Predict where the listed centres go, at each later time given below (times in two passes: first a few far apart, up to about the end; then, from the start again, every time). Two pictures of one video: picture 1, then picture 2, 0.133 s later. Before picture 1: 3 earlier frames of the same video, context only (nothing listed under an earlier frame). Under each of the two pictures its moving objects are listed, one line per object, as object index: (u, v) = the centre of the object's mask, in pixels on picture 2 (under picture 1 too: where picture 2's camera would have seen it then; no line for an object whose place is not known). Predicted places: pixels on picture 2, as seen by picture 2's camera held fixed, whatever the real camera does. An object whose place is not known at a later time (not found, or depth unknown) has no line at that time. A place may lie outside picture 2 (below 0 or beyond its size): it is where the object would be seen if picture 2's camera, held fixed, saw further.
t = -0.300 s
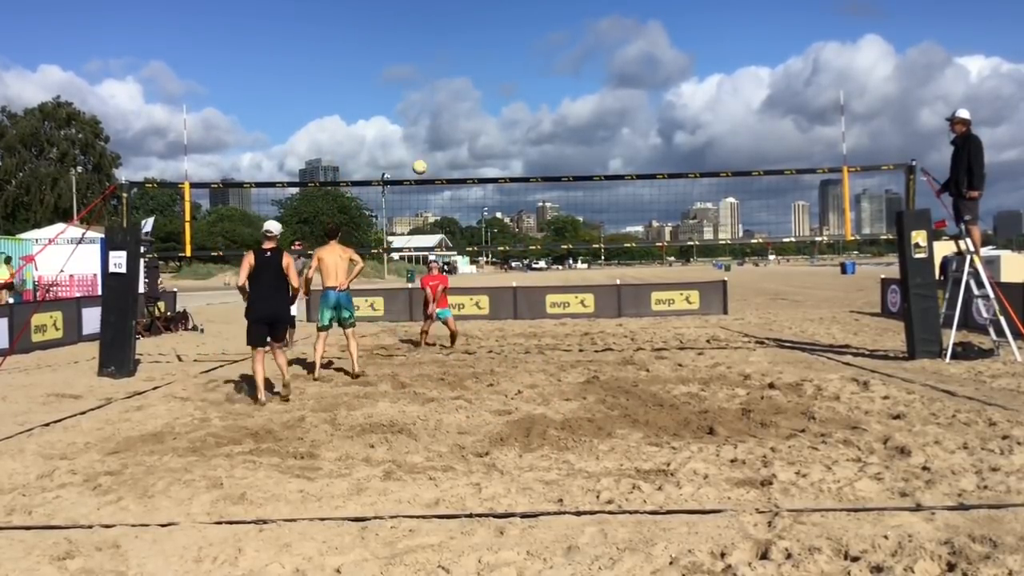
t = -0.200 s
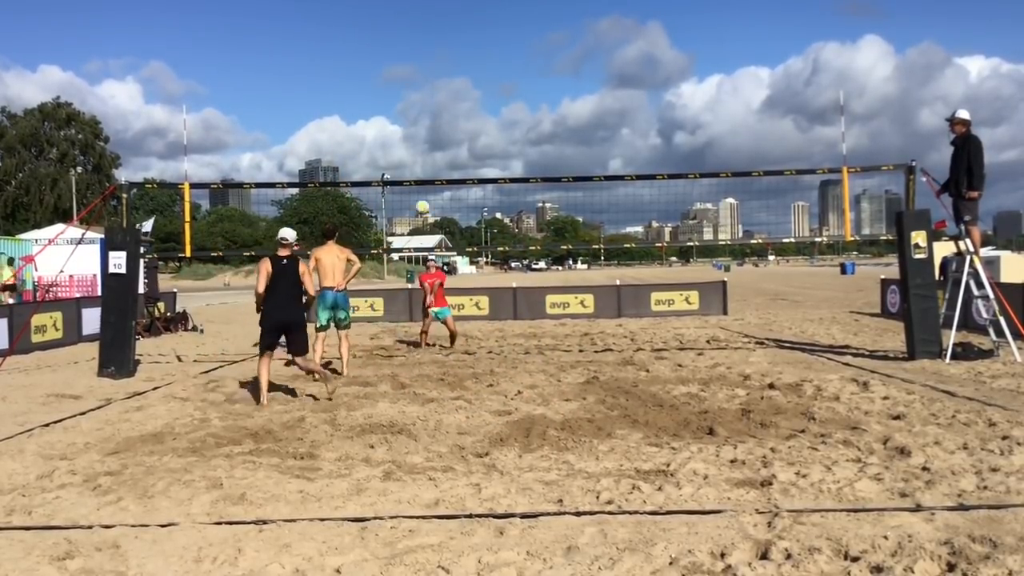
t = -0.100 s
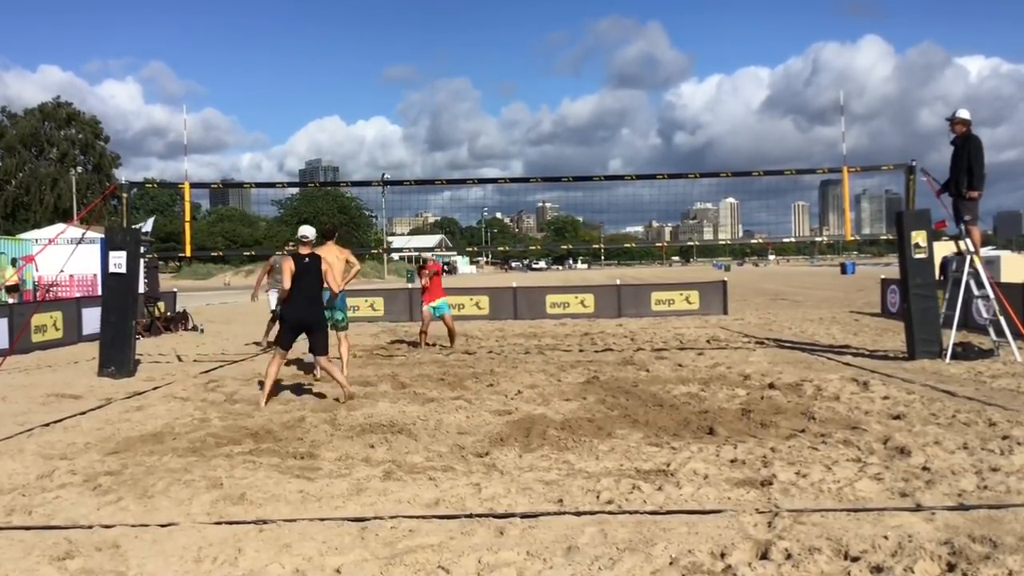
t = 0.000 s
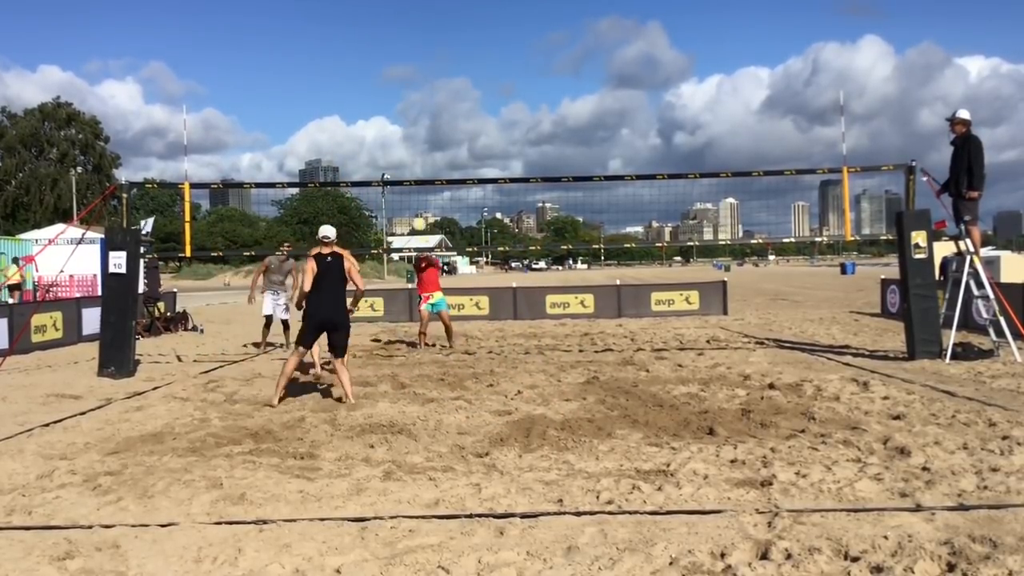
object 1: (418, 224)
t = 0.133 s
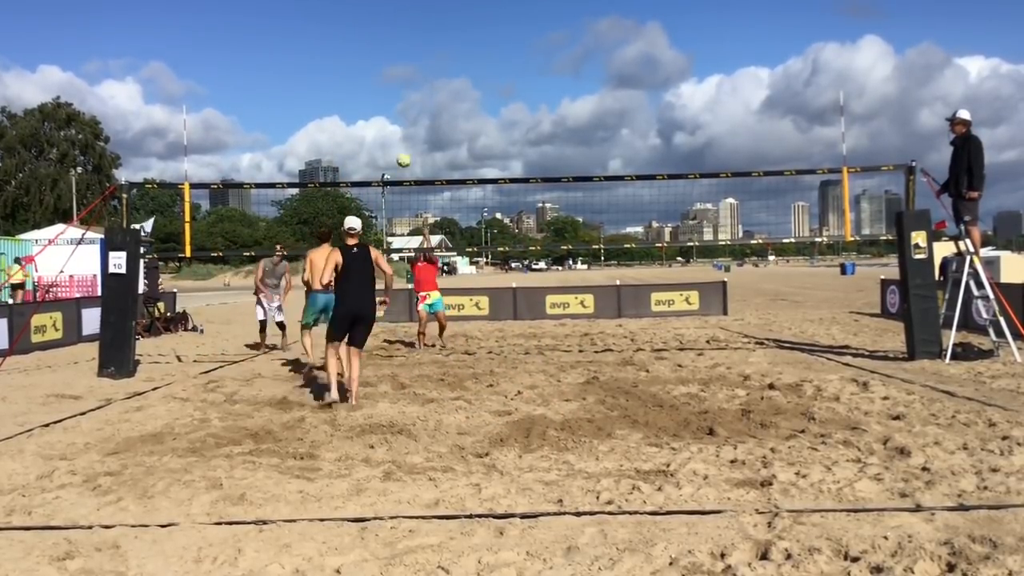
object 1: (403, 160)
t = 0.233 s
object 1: (392, 118)
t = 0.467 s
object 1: (365, 47)
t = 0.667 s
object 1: (343, 18)
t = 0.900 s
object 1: (318, 23)
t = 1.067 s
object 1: (300, 53)
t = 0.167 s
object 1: (400, 146)
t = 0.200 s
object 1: (396, 131)
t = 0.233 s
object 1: (392, 118)
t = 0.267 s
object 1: (388, 105)
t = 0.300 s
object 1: (384, 93)
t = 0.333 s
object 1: (380, 82)
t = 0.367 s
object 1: (376, 72)
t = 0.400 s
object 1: (372, 63)
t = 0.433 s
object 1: (369, 54)
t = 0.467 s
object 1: (365, 47)
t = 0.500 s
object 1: (361, 40)
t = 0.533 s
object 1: (357, 34)
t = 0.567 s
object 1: (354, 29)
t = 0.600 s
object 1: (350, 24)
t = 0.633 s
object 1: (346, 20)
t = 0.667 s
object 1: (343, 18)
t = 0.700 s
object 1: (339, 16)
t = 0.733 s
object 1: (335, 15)
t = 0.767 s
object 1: (332, 15)
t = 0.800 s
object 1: (328, 16)
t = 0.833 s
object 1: (324, 17)
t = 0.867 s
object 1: (321, 20)
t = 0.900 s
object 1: (318, 23)
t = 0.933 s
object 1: (314, 27)
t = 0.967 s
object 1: (311, 32)
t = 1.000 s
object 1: (307, 39)
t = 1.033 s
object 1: (303, 45)
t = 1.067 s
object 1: (300, 53)
